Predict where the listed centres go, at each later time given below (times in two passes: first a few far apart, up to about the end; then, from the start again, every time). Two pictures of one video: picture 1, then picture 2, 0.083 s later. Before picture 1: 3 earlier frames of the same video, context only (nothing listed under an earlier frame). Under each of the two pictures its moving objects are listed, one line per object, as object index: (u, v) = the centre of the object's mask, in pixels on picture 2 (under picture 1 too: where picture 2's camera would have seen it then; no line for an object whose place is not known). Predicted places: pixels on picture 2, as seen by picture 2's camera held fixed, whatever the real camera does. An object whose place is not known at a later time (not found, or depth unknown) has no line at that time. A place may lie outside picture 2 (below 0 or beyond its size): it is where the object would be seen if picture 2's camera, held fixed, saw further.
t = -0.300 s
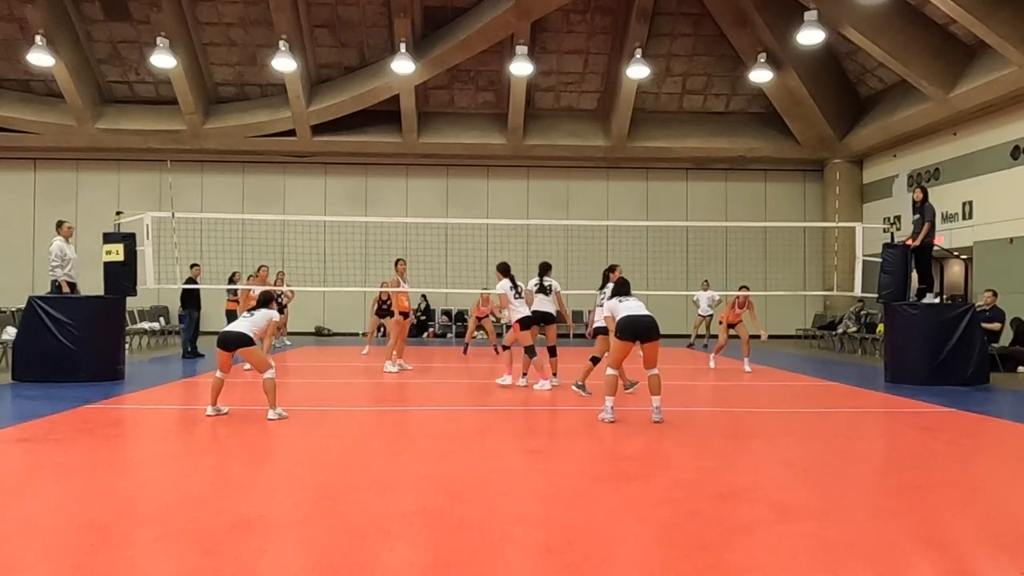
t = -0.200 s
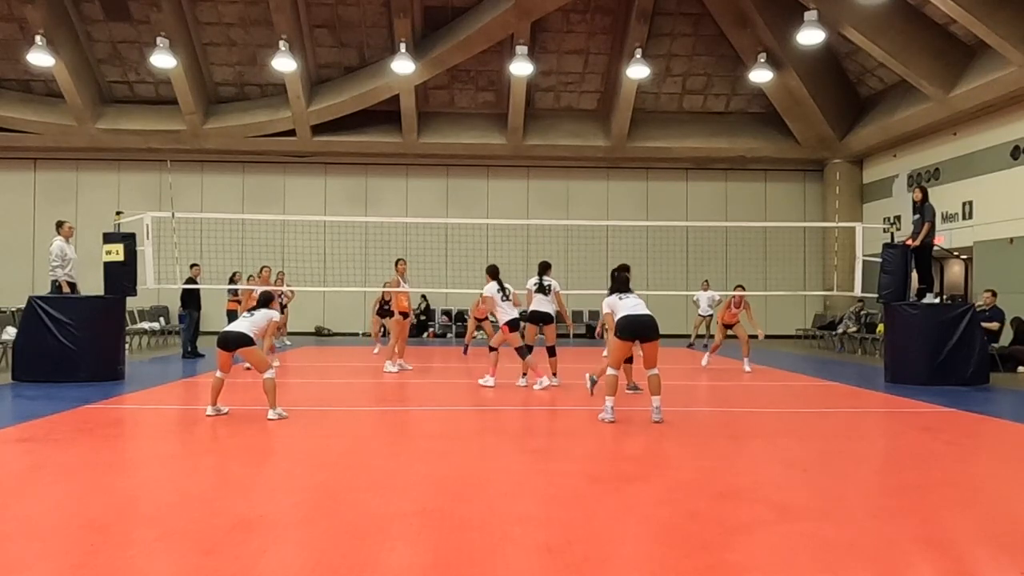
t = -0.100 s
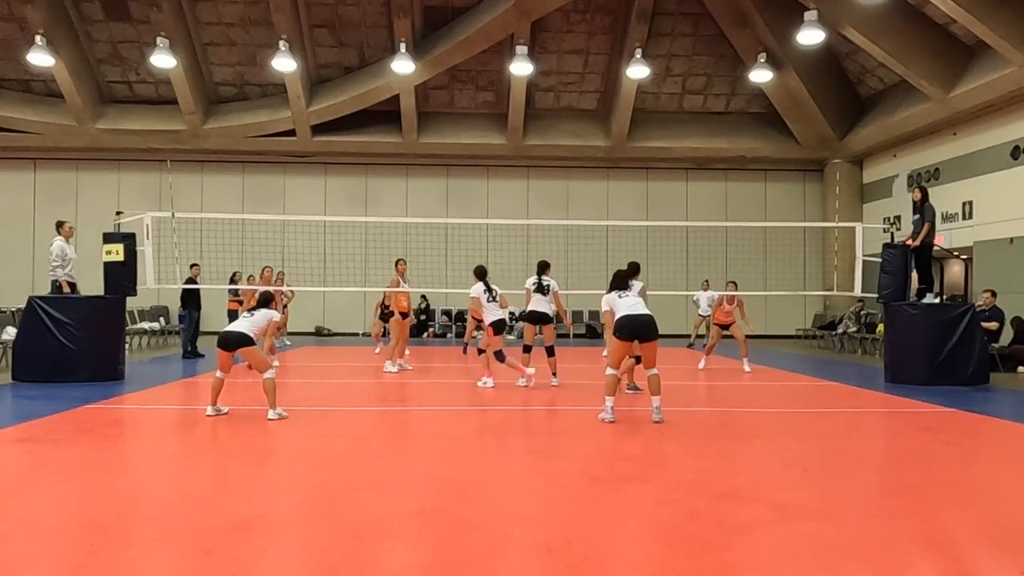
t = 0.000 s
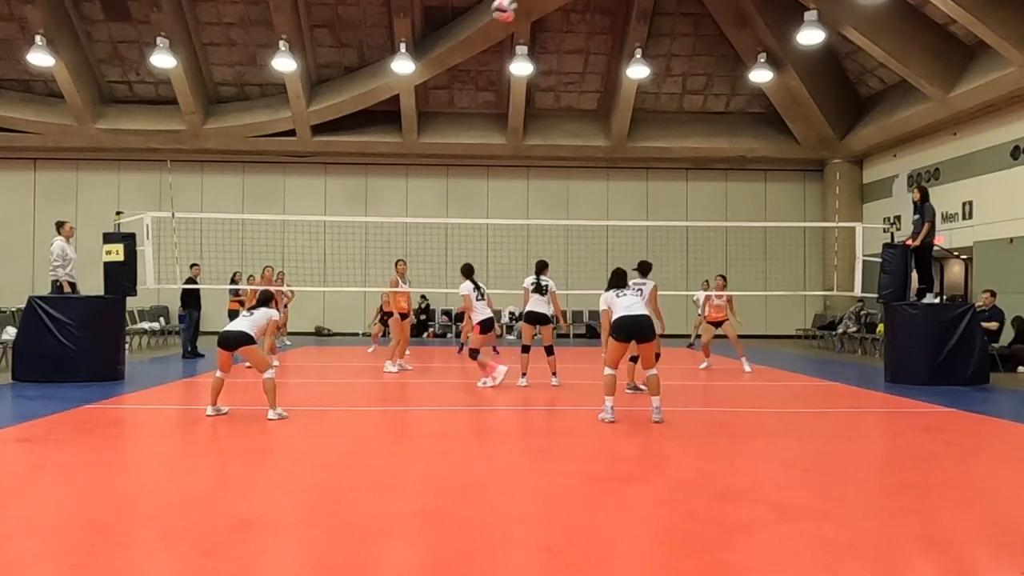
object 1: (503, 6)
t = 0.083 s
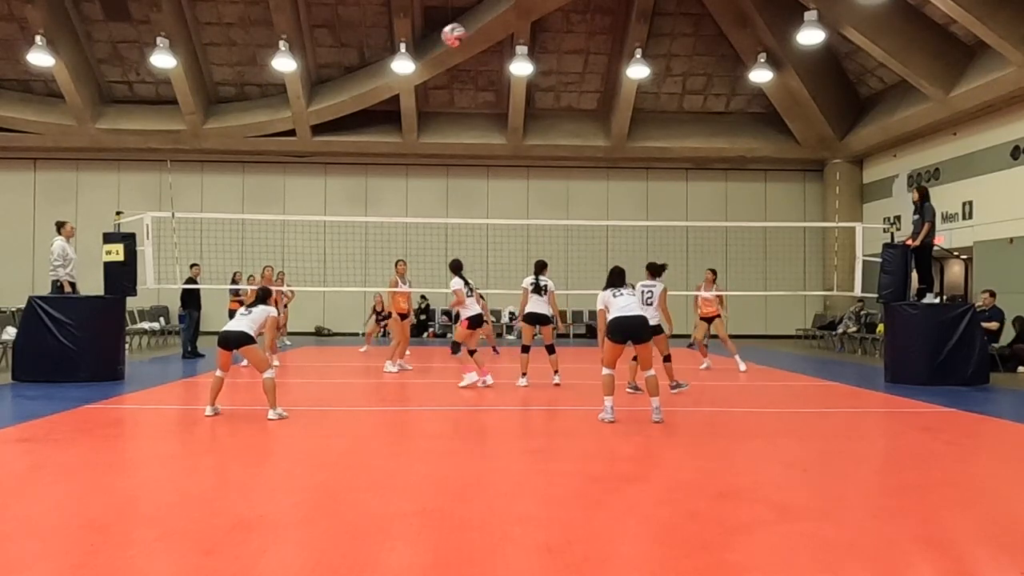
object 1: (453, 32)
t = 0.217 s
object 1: (388, 76)
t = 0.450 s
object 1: (320, 157)
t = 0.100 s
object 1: (443, 37)
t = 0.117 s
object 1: (434, 42)
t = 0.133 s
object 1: (426, 48)
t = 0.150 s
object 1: (419, 53)
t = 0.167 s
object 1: (413, 59)
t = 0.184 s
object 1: (402, 62)
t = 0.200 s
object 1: (395, 71)
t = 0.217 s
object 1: (388, 76)
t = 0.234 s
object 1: (383, 81)
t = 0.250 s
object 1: (376, 87)
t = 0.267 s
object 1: (370, 93)
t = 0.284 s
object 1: (366, 99)
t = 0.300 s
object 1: (361, 104)
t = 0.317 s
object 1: (356, 110)
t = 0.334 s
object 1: (351, 116)
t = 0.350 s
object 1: (346, 121)
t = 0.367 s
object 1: (341, 127)
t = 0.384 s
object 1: (336, 132)
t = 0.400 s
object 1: (332, 138)
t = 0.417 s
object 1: (328, 147)
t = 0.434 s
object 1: (325, 152)
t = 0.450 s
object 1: (320, 157)
